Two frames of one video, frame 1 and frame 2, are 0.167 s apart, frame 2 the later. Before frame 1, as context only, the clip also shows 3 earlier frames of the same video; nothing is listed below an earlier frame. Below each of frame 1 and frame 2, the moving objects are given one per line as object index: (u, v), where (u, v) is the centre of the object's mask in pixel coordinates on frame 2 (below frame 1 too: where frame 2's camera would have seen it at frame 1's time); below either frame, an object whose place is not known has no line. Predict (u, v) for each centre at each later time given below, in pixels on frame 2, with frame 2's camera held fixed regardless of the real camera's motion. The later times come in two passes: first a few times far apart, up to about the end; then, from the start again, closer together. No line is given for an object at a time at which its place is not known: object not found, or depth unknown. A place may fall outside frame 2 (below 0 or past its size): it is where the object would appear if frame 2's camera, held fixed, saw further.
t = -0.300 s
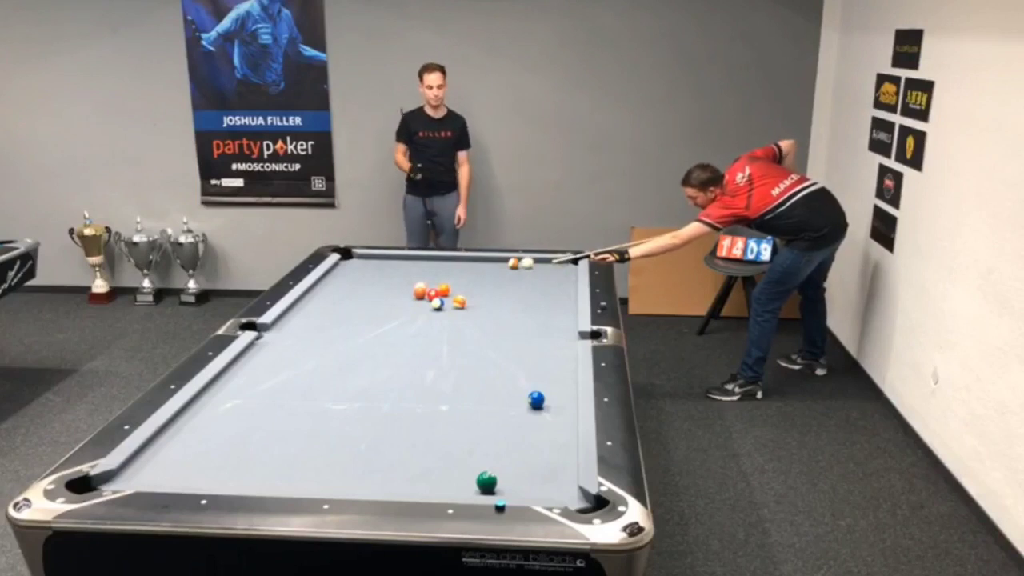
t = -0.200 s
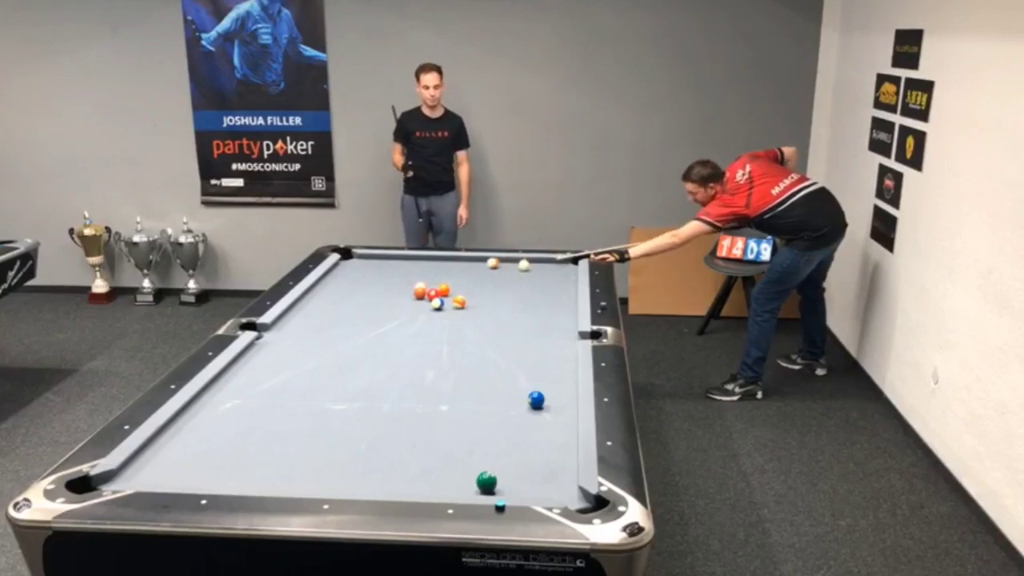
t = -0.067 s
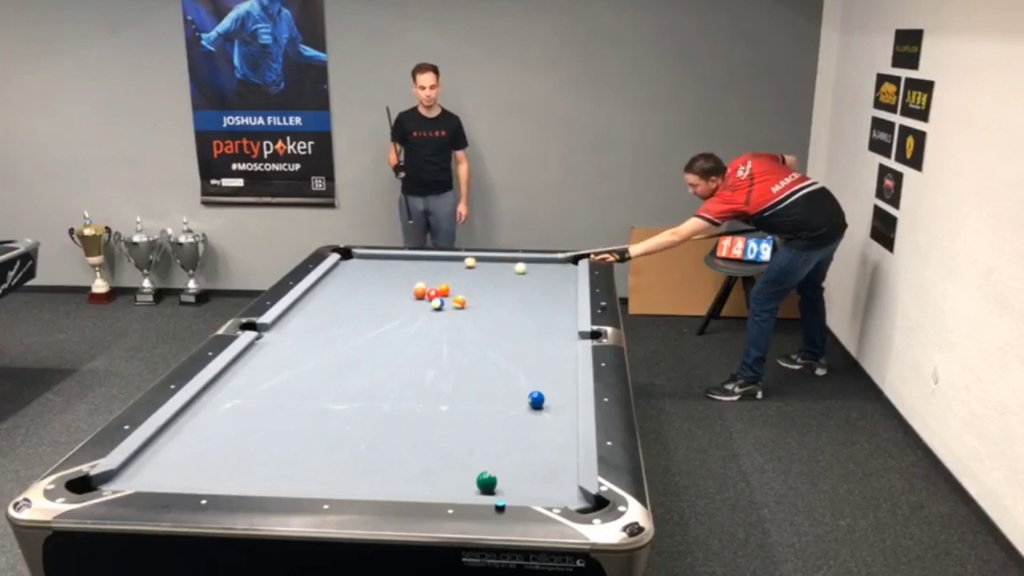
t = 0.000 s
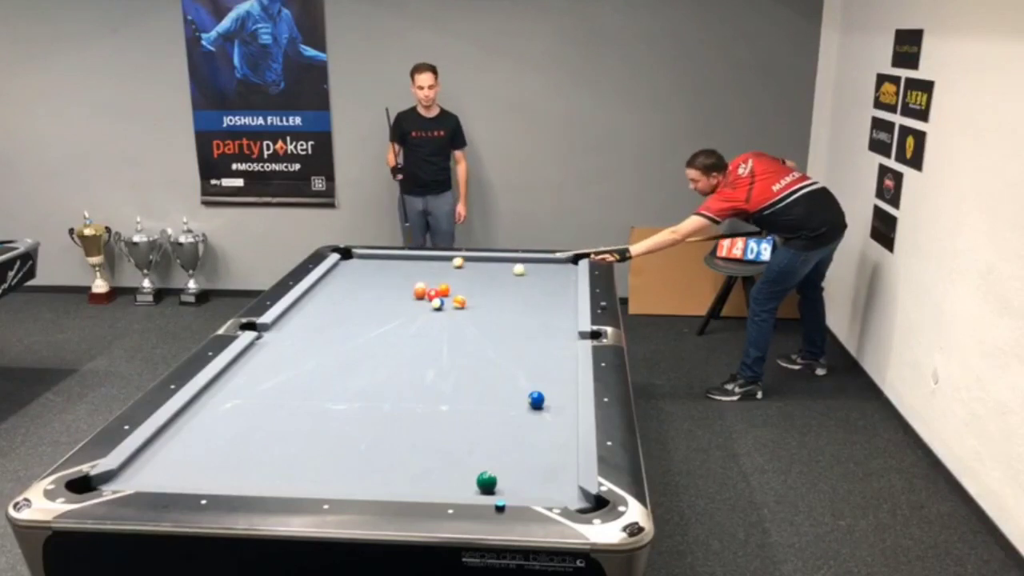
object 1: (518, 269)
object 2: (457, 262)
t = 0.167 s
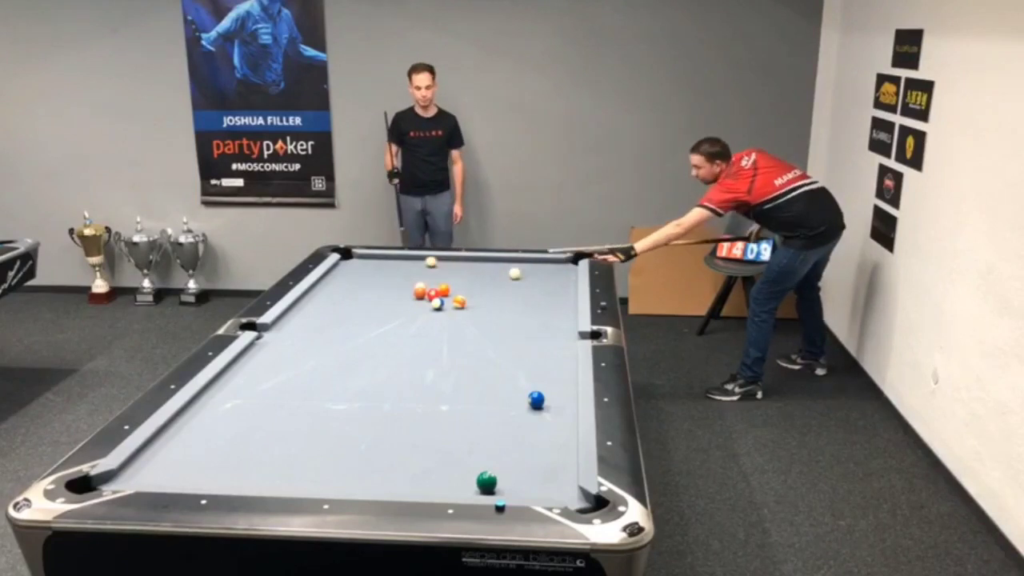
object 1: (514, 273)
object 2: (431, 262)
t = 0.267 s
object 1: (512, 275)
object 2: (414, 262)
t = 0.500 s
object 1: (506, 280)
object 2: (377, 262)
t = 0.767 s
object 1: (500, 286)
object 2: (347, 261)
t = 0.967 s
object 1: (495, 291)
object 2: (365, 261)
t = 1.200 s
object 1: (489, 296)
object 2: (386, 262)
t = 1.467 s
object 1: (483, 301)
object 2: (409, 262)
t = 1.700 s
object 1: (477, 307)
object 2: (427, 263)
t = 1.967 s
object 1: (470, 312)
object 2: (449, 263)
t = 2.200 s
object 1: (465, 317)
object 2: (466, 263)
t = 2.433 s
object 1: (459, 321)
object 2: (483, 263)
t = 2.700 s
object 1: (453, 326)
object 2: (501, 264)
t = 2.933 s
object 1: (448, 330)
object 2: (517, 264)
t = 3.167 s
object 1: (442, 334)
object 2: (530, 264)
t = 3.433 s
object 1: (436, 339)
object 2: (547, 265)
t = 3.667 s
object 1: (432, 342)
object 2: (560, 265)
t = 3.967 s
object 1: (427, 346)
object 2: (570, 266)
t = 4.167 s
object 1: (424, 349)
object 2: (564, 266)
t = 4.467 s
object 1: (420, 352)
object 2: (556, 265)
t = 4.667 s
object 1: (418, 354)
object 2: (551, 265)
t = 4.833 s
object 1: (416, 356)
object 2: (547, 265)
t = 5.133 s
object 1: (413, 358)
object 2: (541, 264)
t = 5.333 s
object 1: (412, 359)
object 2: (537, 264)
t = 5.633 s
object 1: (411, 361)
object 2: (533, 264)
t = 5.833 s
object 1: (410, 361)
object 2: (531, 264)
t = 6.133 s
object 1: (409, 361)
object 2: (530, 264)
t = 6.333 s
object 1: (409, 361)
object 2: (529, 264)
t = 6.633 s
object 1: (409, 361)
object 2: (529, 264)
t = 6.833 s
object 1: (409, 361)
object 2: (529, 264)
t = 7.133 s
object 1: (409, 361)
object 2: (529, 264)
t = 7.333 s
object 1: (409, 361)
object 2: (529, 264)
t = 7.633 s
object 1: (409, 361)
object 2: (529, 264)
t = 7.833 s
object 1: (409, 361)
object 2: (529, 264)
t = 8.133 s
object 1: (409, 361)
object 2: (529, 264)
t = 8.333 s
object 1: (409, 361)
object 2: (529, 264)
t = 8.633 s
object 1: (409, 361)
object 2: (529, 264)
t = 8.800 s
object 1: (409, 361)
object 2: (529, 264)
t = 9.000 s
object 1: (409, 361)
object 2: (529, 264)
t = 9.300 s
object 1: (409, 361)
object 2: (529, 264)
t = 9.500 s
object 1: (409, 361)
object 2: (529, 264)
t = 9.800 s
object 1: (409, 361)
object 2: (529, 264)
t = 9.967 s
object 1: (409, 361)
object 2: (529, 264)
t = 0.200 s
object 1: (514, 273)
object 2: (425, 262)
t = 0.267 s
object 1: (512, 275)
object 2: (414, 262)
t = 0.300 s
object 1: (511, 276)
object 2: (409, 262)
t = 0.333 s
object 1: (510, 276)
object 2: (404, 262)
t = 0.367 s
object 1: (510, 277)
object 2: (398, 261)
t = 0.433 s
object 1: (508, 279)
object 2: (388, 262)
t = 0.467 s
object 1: (507, 279)
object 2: (383, 262)
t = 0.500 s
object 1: (506, 280)
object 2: (377, 262)
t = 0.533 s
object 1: (505, 281)
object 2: (372, 261)
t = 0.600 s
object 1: (504, 282)
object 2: (361, 261)
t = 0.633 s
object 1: (503, 283)
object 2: (356, 261)
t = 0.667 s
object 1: (502, 284)
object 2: (351, 261)
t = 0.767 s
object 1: (500, 286)
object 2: (347, 261)
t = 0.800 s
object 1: (499, 287)
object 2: (351, 261)
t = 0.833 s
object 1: (498, 287)
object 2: (354, 261)
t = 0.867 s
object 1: (497, 288)
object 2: (357, 261)
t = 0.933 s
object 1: (496, 290)
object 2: (362, 261)
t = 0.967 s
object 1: (495, 291)
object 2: (365, 261)
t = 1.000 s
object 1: (494, 291)
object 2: (368, 261)
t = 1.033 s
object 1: (493, 292)
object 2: (372, 261)
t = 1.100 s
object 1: (492, 293)
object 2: (377, 262)
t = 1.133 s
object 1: (491, 294)
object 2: (380, 262)
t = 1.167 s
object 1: (490, 295)
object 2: (383, 262)
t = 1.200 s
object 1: (489, 296)
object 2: (386, 262)
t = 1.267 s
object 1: (487, 297)
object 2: (392, 262)
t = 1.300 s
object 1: (487, 298)
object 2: (394, 262)
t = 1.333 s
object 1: (486, 298)
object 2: (397, 262)
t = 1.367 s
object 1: (485, 299)
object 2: (400, 262)
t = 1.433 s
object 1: (484, 300)
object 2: (406, 262)
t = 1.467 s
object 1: (483, 301)
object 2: (409, 262)
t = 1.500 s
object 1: (482, 302)
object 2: (412, 262)
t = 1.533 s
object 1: (481, 303)
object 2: (415, 262)
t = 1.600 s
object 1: (480, 305)
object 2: (420, 262)
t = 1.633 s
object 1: (479, 305)
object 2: (422, 262)
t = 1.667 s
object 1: (478, 306)
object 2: (425, 263)
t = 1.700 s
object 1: (477, 307)
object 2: (427, 263)
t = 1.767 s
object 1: (475, 308)
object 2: (433, 262)
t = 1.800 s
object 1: (474, 308)
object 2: (435, 262)
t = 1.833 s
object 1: (474, 309)
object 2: (438, 262)
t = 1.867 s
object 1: (473, 310)
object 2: (441, 263)
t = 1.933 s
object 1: (471, 311)
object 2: (447, 263)
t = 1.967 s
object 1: (470, 312)
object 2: (449, 263)
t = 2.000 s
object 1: (469, 313)
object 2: (451, 263)
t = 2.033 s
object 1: (469, 313)
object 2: (453, 263)
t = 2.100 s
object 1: (467, 315)
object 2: (459, 263)
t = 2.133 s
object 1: (466, 315)
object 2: (461, 263)
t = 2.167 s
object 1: (466, 316)
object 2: (463, 263)
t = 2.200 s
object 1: (465, 317)
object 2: (466, 263)
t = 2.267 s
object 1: (463, 318)
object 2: (471, 263)
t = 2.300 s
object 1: (462, 318)
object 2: (474, 263)
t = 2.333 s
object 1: (462, 318)
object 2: (476, 263)
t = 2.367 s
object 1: (461, 319)
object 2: (479, 263)
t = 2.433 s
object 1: (459, 321)
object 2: (483, 263)
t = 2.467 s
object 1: (458, 321)
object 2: (485, 263)
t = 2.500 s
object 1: (457, 321)
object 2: (488, 263)
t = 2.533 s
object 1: (457, 323)
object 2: (490, 263)
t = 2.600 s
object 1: (455, 324)
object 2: (494, 264)
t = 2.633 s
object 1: (454, 325)
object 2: (496, 263)
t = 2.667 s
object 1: (454, 325)
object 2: (498, 263)
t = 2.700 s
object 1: (453, 326)
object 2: (501, 264)
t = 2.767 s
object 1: (451, 327)
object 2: (505, 263)
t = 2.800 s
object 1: (450, 328)
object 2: (508, 264)
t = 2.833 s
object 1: (450, 328)
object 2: (510, 264)
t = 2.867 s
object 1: (449, 329)
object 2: (512, 264)
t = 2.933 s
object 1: (448, 330)
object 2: (517, 264)
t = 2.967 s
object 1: (446, 331)
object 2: (518, 264)
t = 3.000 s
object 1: (446, 332)
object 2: (521, 264)
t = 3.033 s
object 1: (445, 332)
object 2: (523, 264)
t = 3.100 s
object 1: (444, 333)
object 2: (526, 264)
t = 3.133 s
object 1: (443, 334)
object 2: (528, 264)
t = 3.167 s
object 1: (442, 334)
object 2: (530, 264)
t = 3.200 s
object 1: (442, 335)
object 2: (532, 264)
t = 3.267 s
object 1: (440, 336)
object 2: (537, 264)
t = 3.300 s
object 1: (439, 337)
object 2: (539, 264)
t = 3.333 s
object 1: (439, 337)
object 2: (541, 264)
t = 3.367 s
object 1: (438, 337)
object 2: (543, 264)
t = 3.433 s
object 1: (436, 339)
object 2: (547, 265)
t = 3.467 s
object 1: (436, 340)
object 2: (549, 265)
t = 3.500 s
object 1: (435, 340)
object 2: (551, 265)
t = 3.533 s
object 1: (435, 340)
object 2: (552, 265)
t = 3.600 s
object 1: (433, 341)
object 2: (556, 265)
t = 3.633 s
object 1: (432, 342)
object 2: (558, 265)
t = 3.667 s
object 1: (432, 342)
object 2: (560, 265)
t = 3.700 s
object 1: (431, 343)
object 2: (562, 265)
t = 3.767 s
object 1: (430, 344)
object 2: (565, 266)
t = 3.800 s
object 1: (429, 344)
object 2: (567, 266)
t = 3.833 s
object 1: (429, 345)
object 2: (569, 266)
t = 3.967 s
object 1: (427, 346)
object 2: (570, 266)
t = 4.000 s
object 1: (427, 347)
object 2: (569, 266)
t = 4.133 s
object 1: (425, 349)
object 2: (565, 266)
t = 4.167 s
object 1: (424, 349)
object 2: (564, 266)
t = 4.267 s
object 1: (423, 350)
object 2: (561, 266)
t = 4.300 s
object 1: (422, 351)
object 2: (560, 265)
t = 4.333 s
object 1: (422, 351)
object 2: (559, 265)
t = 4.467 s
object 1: (420, 352)
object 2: (556, 265)
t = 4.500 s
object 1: (420, 353)
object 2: (555, 265)
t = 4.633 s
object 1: (418, 354)
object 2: (551, 265)
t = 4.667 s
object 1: (418, 354)
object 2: (551, 265)
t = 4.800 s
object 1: (416, 355)
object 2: (548, 265)
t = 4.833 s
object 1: (416, 356)
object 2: (547, 265)
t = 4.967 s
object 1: (415, 357)
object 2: (544, 264)
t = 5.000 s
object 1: (414, 357)
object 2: (544, 264)
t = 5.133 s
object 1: (413, 358)
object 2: (541, 264)
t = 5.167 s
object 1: (413, 359)
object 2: (540, 264)
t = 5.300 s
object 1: (412, 359)
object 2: (538, 264)
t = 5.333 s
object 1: (412, 359)
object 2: (537, 264)
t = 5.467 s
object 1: (412, 360)
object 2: (535, 264)
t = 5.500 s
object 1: (411, 360)
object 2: (535, 264)
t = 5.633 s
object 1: (411, 361)
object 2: (533, 264)
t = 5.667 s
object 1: (411, 361)
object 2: (533, 264)
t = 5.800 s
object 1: (410, 361)
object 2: (532, 264)
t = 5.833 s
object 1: (410, 361)
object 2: (531, 264)
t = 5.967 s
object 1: (410, 361)
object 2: (531, 264)
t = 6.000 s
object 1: (410, 361)
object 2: (530, 264)
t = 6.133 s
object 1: (409, 361)
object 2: (530, 264)
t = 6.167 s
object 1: (409, 361)
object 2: (529, 264)
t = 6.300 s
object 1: (409, 361)
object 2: (529, 264)
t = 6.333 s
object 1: (409, 361)
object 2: (529, 264)
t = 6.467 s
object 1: (409, 361)
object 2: (529, 264)
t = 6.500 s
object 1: (409, 361)
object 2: (529, 264)
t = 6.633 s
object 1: (409, 361)
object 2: (529, 264)
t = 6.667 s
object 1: (409, 361)
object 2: (529, 264)
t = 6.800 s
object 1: (409, 361)
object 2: (529, 264)
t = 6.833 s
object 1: (409, 361)
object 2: (529, 264)
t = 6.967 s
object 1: (409, 361)
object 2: (529, 264)
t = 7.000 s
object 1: (409, 361)
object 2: (529, 264)
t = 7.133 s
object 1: (409, 361)
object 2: (529, 264)
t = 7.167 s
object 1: (409, 361)
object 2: (529, 264)
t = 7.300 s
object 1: (409, 361)
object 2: (529, 264)
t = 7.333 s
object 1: (409, 361)
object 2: (529, 264)
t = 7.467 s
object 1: (409, 361)
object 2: (529, 264)
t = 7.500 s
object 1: (409, 361)
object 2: (529, 264)
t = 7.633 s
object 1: (409, 361)
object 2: (529, 264)
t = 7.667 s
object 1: (409, 361)
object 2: (529, 264)
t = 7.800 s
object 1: (409, 361)
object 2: (529, 264)
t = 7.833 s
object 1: (409, 361)
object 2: (529, 264)
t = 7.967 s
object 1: (409, 361)
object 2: (529, 264)
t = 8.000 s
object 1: (409, 361)
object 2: (529, 264)
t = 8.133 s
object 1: (409, 361)
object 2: (529, 264)
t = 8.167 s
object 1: (409, 361)
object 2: (529, 264)
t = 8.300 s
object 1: (409, 361)
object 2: (529, 264)
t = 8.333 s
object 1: (409, 361)
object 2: (529, 264)
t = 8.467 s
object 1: (409, 361)
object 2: (529, 264)
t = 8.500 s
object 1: (409, 361)
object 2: (529, 264)
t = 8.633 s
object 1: (409, 361)
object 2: (529, 264)
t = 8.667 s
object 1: (409, 361)
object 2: (529, 264)
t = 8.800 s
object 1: (409, 361)
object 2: (529, 264)
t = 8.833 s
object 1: (409, 361)
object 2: (529, 264)
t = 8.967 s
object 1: (409, 361)
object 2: (529, 264)
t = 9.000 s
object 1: (409, 361)
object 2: (529, 264)
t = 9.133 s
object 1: (409, 361)
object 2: (529, 264)
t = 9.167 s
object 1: (409, 361)
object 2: (529, 264)
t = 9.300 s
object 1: (409, 361)
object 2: (529, 264)
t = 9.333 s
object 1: (409, 361)
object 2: (529, 264)
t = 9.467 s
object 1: (409, 361)
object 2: (529, 264)
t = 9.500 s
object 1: (409, 361)
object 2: (529, 264)
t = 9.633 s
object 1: (409, 361)
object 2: (529, 264)
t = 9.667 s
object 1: (409, 361)
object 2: (529, 264)
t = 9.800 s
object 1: (409, 361)
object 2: (529, 264)
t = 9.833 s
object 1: (409, 361)
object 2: (529, 264)
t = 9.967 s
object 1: (409, 361)
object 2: (529, 264)
